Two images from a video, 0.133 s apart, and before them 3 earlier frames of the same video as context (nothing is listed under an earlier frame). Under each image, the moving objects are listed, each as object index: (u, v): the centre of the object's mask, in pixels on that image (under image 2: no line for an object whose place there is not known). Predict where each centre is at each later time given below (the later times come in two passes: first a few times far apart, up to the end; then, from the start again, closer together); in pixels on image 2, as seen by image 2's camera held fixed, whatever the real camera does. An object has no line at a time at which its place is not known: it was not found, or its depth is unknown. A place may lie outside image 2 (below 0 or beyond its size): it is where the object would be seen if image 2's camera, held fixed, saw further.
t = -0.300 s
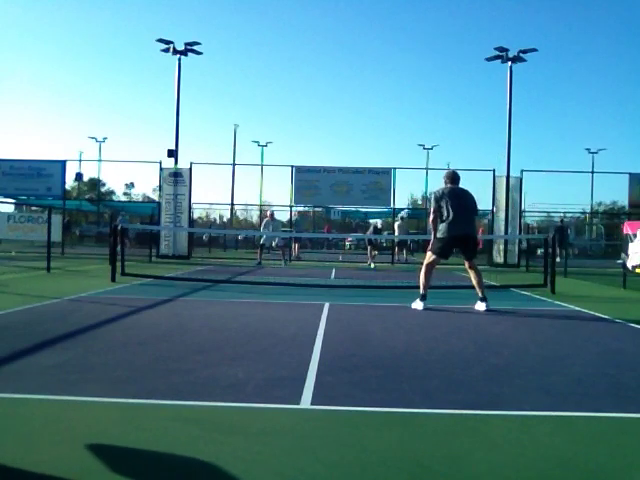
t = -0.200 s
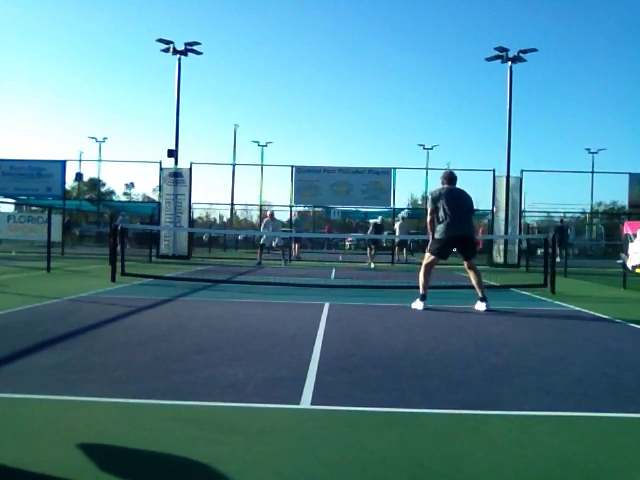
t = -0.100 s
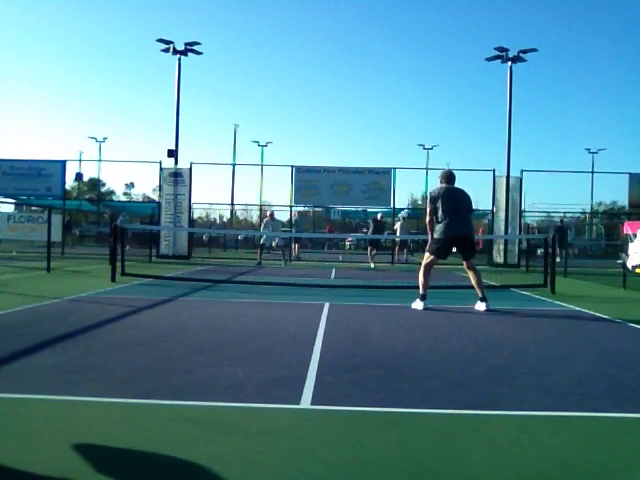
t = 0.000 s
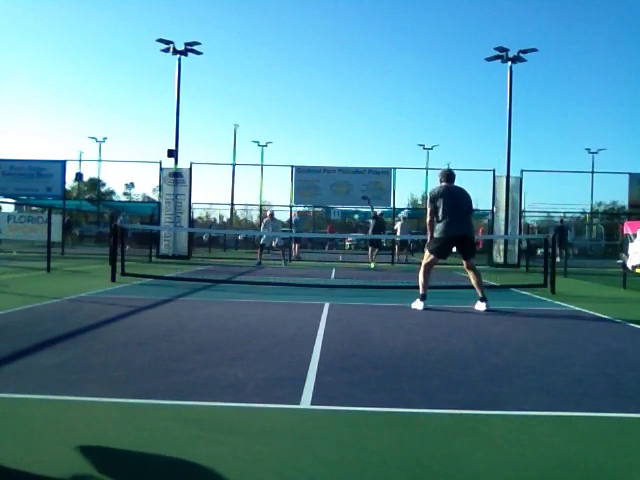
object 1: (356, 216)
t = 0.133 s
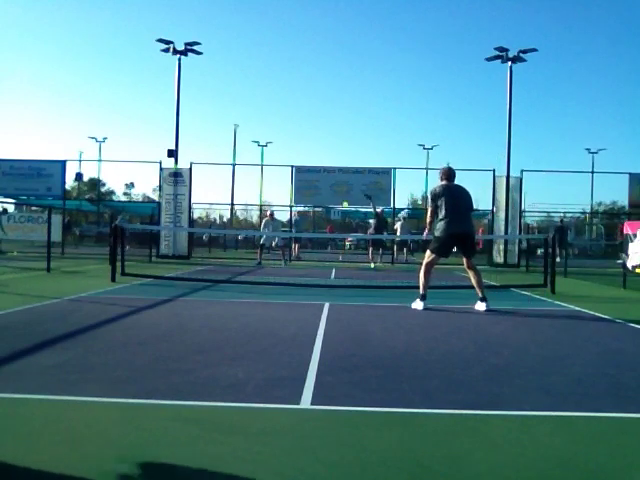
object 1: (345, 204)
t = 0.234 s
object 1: (336, 201)
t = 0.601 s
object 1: (298, 268)
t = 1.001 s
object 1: (261, 266)
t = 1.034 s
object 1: (257, 267)
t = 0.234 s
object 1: (336, 201)
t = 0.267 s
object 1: (332, 201)
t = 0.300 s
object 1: (330, 202)
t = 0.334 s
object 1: (327, 204)
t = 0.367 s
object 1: (323, 207)
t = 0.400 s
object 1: (319, 211)
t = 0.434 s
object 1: (316, 217)
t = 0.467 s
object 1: (313, 224)
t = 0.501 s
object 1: (309, 232)
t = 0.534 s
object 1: (306, 243)
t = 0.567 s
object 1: (302, 254)
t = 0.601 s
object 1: (298, 268)
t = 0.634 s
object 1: (294, 284)
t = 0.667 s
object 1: (290, 303)
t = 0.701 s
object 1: (285, 324)
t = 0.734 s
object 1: (283, 317)
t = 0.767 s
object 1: (281, 306)
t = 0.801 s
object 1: (279, 297)
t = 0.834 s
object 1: (276, 288)
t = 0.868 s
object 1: (273, 281)
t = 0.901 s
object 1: (271, 275)
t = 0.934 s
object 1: (268, 270)
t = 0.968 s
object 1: (265, 267)
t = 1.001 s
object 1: (261, 266)
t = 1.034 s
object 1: (257, 267)
